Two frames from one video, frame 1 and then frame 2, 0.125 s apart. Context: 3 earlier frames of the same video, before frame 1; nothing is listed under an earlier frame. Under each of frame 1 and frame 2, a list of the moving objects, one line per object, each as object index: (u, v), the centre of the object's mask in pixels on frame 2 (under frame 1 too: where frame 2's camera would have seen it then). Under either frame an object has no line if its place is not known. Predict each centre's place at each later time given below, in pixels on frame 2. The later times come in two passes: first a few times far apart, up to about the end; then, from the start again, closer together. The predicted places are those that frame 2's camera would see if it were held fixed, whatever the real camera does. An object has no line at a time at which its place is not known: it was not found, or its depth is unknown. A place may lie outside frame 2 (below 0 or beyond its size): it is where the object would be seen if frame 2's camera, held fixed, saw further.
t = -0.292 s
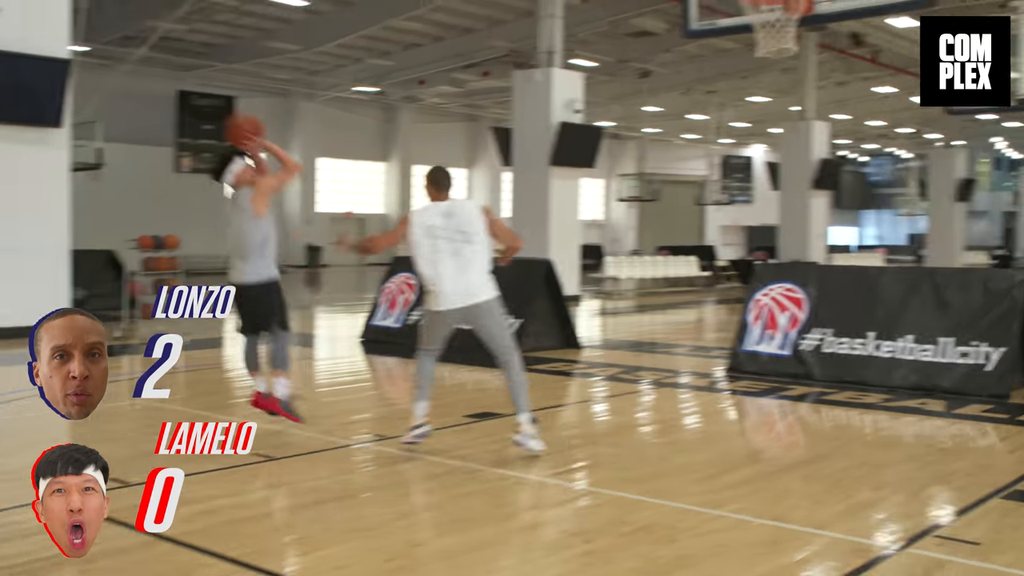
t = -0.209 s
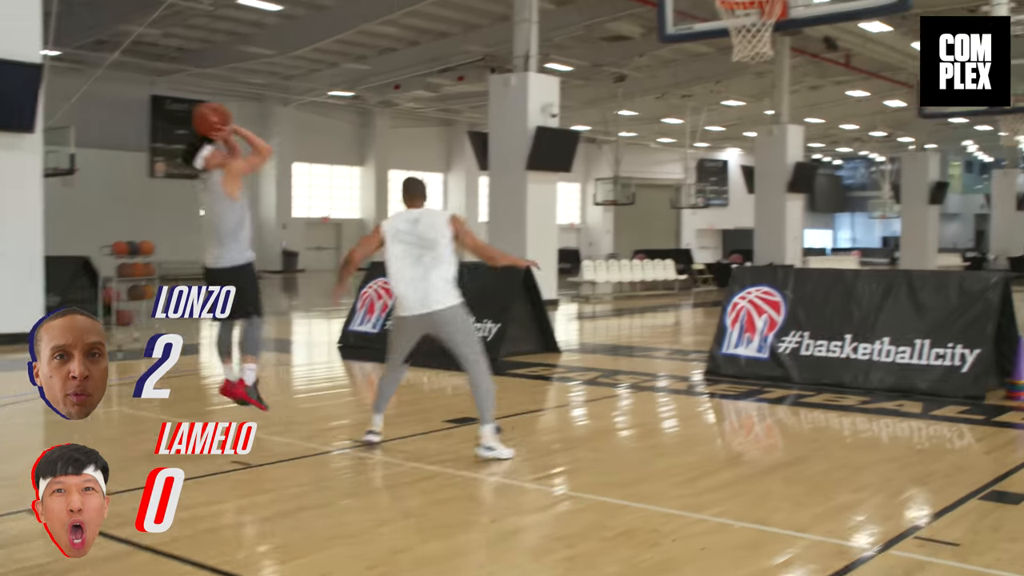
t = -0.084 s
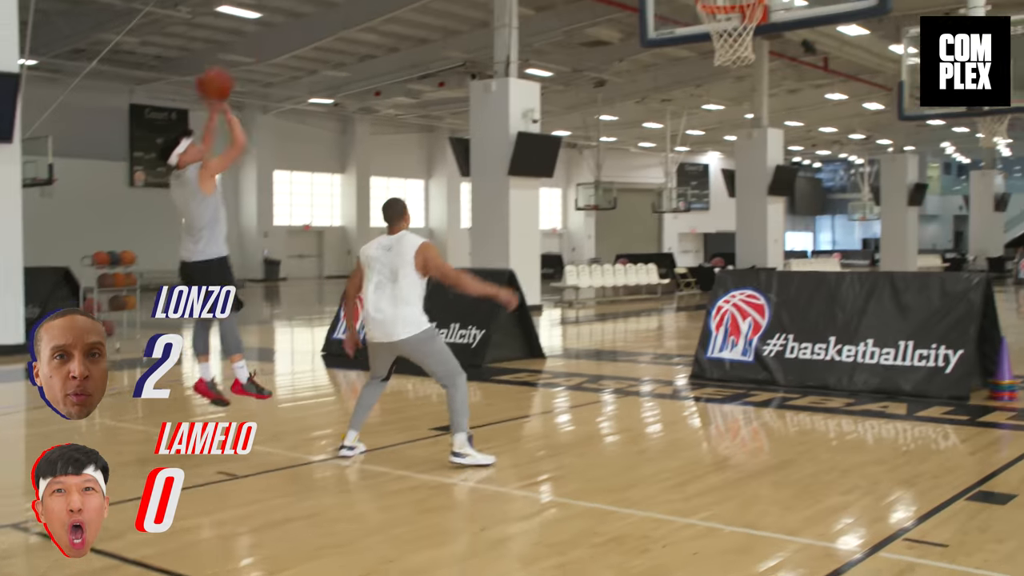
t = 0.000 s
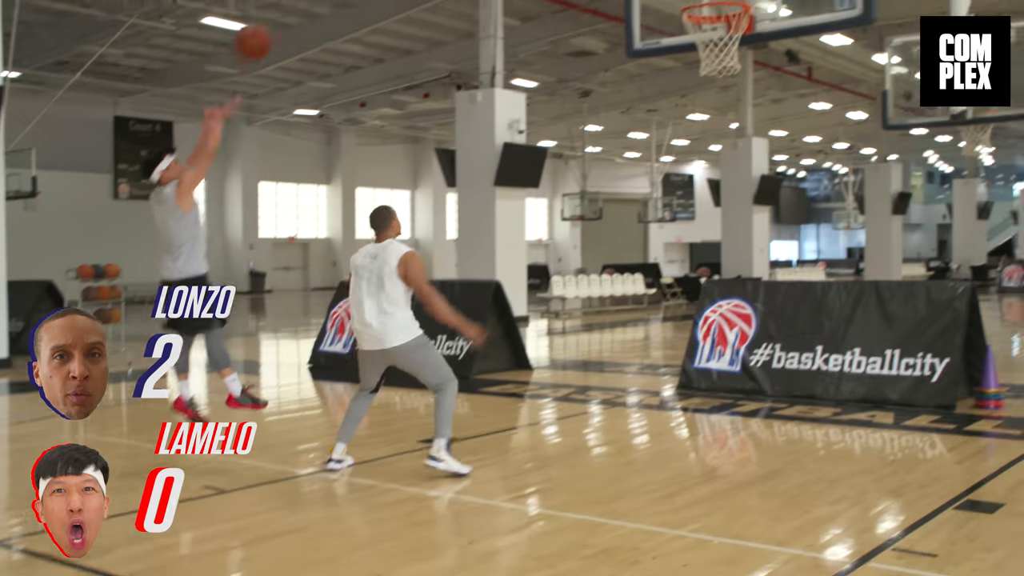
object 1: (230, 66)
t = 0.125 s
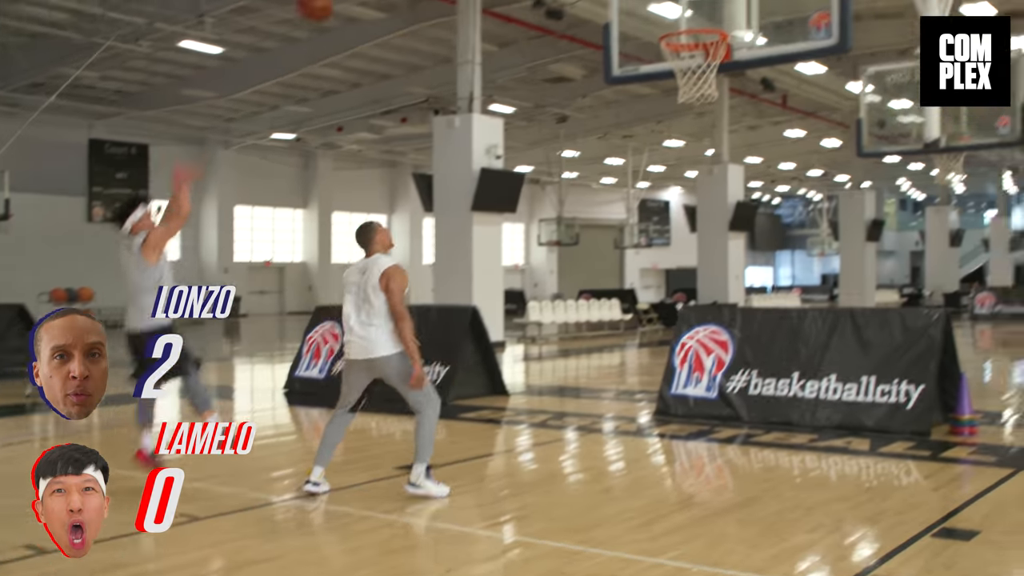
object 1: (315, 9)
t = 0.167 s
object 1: (344, -2)
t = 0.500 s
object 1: (555, -43)
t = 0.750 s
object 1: (704, 43)
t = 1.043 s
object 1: (709, 184)
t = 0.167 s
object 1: (344, -2)
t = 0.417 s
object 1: (505, -44)
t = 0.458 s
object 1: (530, -45)
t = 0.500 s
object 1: (555, -43)
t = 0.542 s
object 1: (582, -34)
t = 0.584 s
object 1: (606, -23)
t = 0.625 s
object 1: (632, -11)
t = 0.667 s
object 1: (654, 4)
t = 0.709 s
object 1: (680, 21)
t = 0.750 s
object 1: (704, 43)
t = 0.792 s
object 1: (723, 56)
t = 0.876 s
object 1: (715, 96)
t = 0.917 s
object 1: (715, 111)
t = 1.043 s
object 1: (709, 184)
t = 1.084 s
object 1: (707, 213)
